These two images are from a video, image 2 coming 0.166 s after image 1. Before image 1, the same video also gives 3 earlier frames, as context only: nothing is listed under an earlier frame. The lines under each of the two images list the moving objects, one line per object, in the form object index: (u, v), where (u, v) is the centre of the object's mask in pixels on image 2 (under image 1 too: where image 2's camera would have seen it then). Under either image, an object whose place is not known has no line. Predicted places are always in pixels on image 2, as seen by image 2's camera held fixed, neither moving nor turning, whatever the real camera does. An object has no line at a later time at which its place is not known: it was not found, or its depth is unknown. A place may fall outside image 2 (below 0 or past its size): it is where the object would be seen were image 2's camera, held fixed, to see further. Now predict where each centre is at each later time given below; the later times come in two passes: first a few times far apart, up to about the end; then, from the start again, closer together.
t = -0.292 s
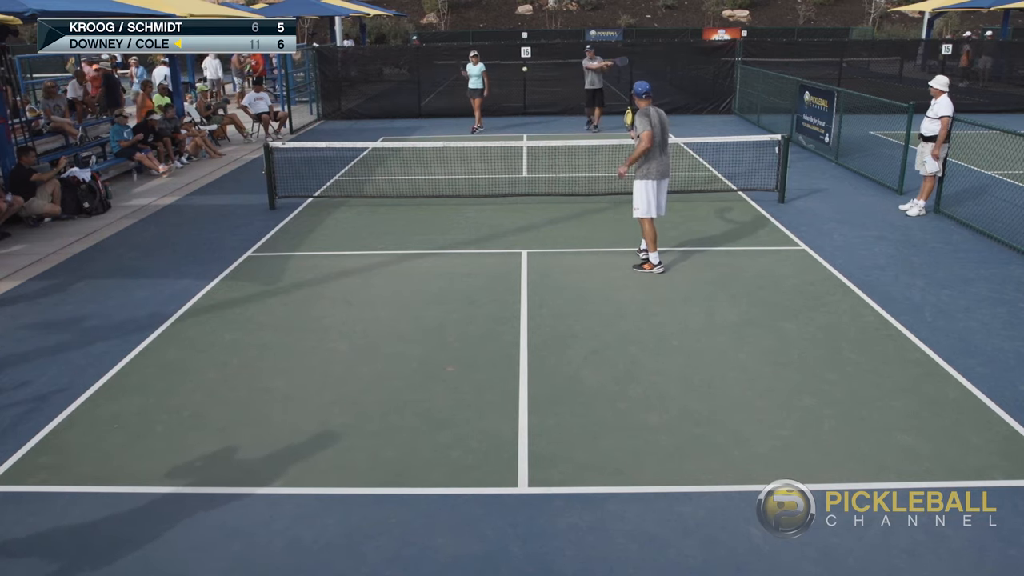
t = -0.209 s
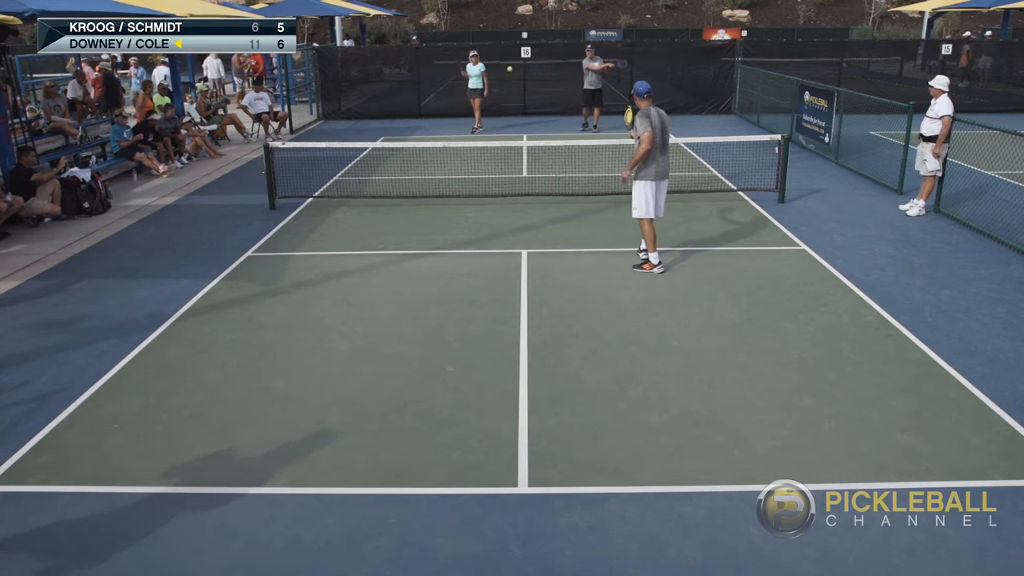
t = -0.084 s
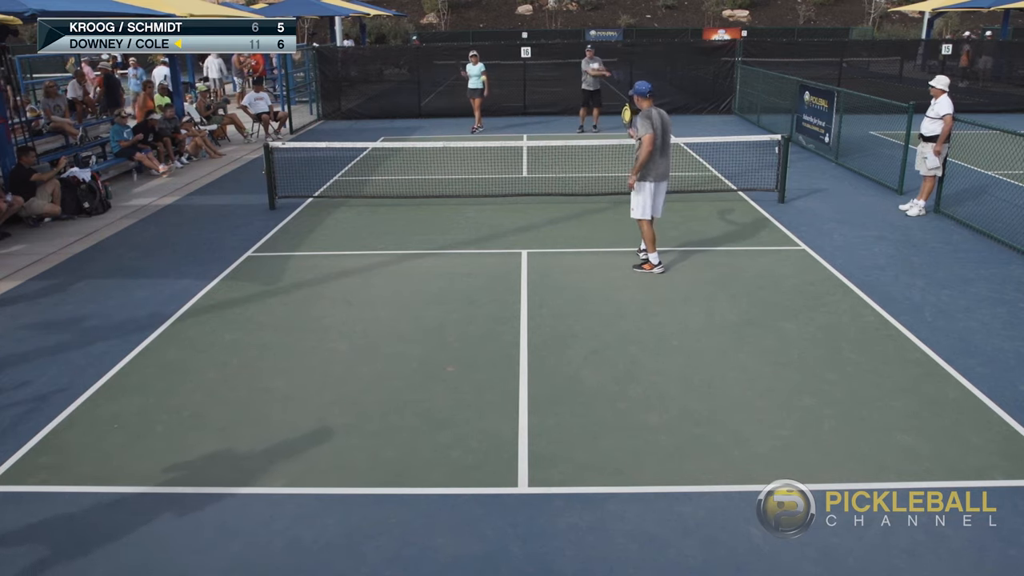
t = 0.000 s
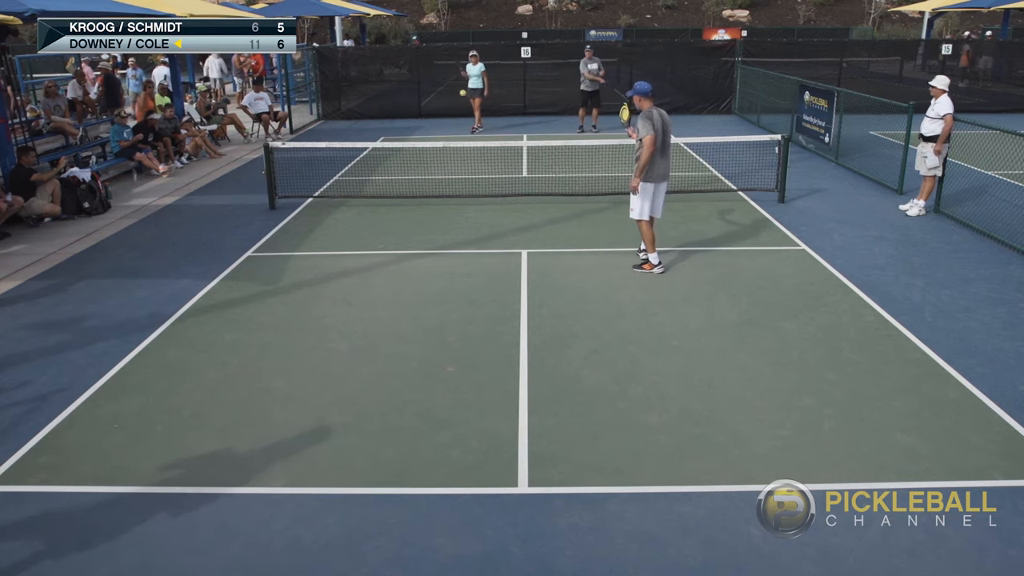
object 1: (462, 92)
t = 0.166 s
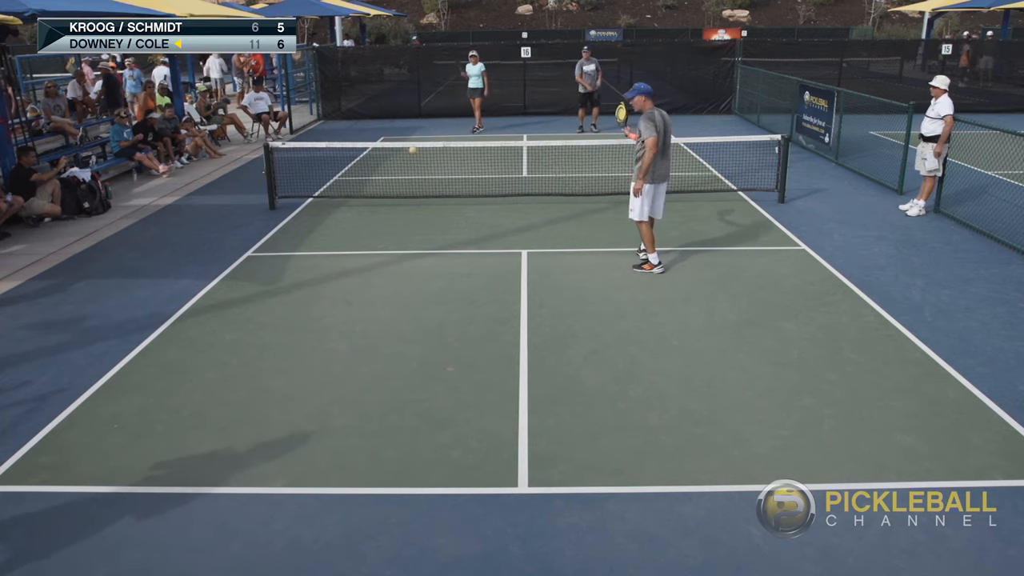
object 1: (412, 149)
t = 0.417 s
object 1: (307, 338)
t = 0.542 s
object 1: (246, 331)
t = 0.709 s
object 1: (145, 338)
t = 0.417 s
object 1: (307, 338)
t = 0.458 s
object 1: (288, 343)
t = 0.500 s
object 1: (268, 336)
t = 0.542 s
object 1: (246, 331)
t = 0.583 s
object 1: (223, 329)
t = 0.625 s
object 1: (198, 329)
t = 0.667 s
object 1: (172, 332)
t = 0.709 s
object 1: (145, 338)
